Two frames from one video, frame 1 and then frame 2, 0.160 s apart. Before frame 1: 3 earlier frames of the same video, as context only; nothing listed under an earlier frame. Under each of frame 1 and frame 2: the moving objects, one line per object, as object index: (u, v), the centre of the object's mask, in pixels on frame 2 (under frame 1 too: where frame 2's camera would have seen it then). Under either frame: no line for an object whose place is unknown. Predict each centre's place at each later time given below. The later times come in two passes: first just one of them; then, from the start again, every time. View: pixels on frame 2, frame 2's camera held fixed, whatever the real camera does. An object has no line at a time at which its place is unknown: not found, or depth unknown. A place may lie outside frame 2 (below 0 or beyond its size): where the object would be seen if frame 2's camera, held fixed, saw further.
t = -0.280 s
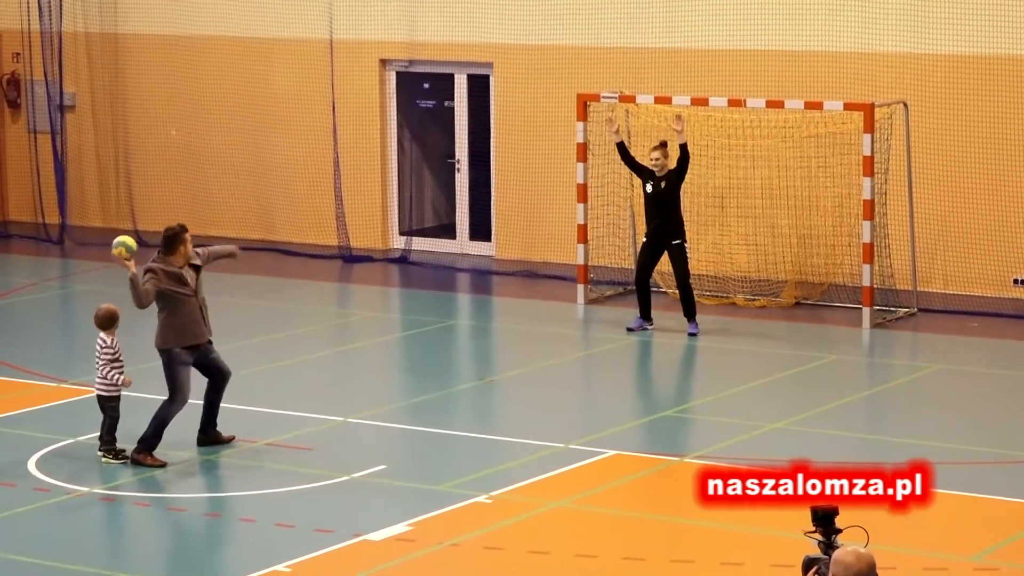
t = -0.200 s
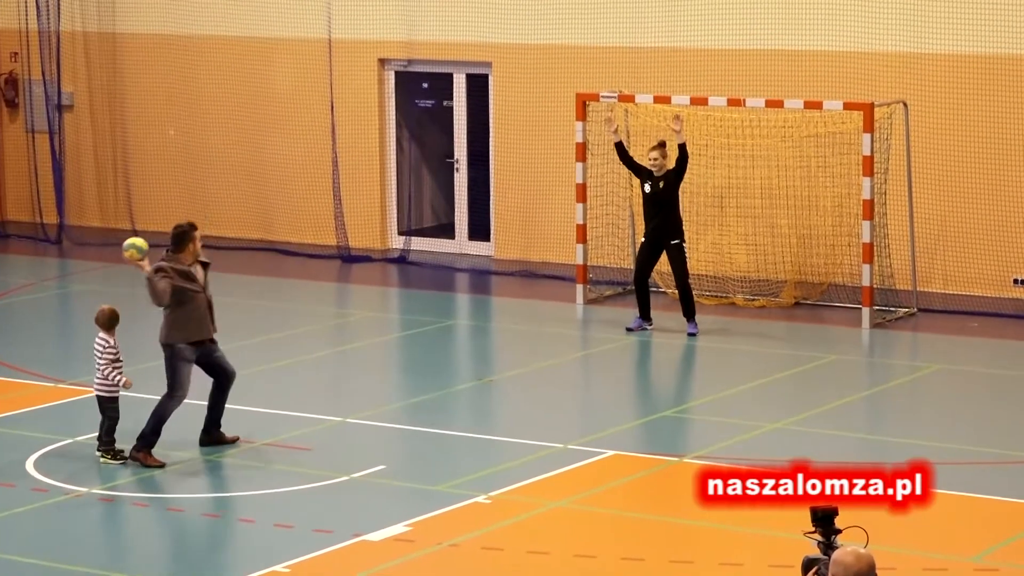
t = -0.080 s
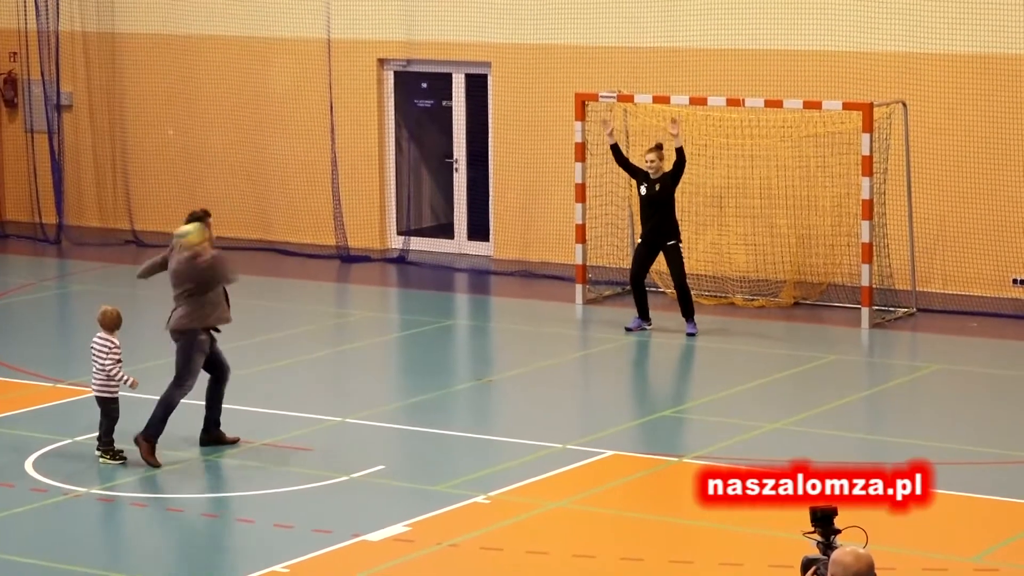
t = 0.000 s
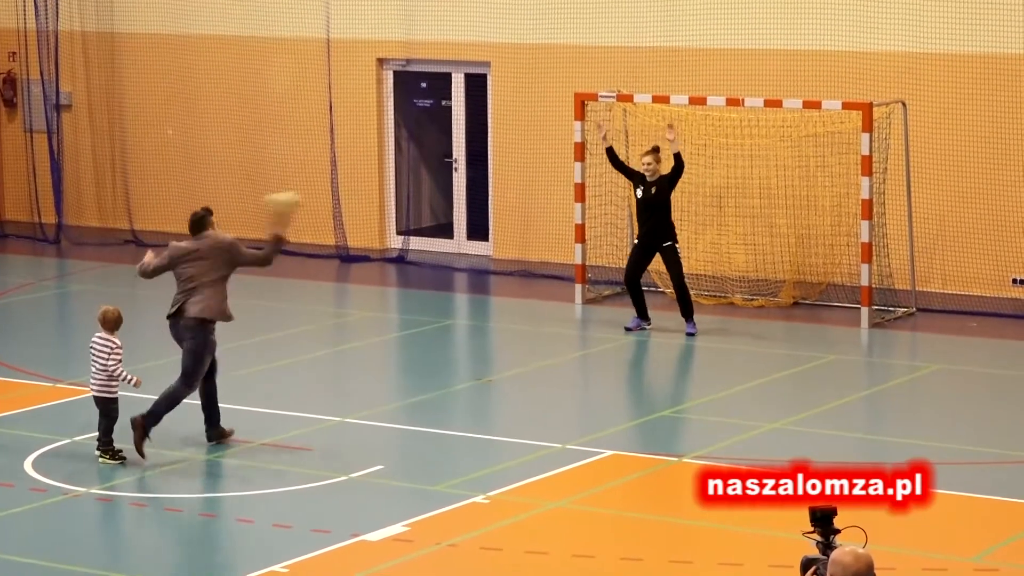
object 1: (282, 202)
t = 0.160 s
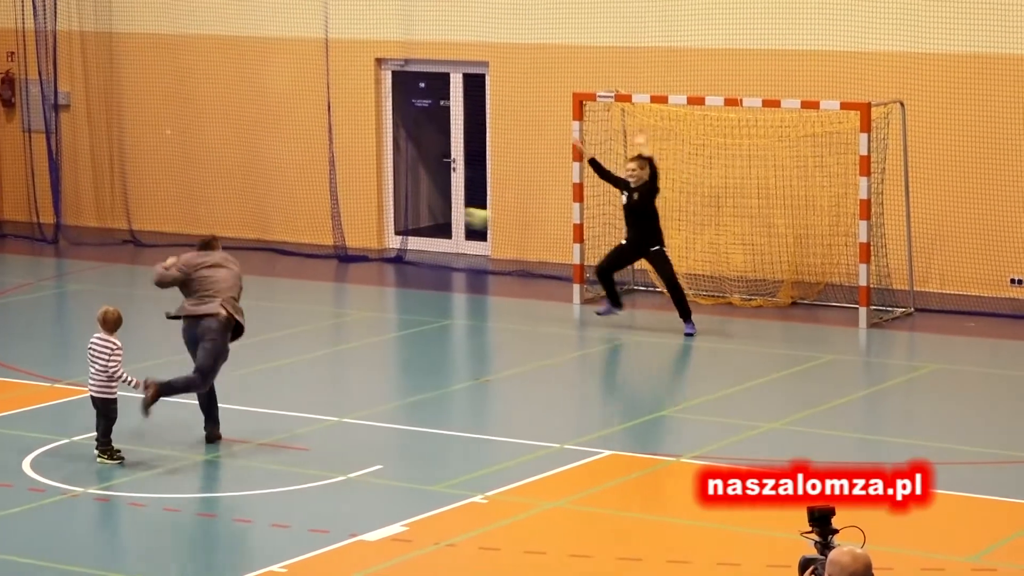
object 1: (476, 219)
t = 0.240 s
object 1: (560, 234)
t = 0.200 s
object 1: (519, 225)
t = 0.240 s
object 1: (560, 234)
